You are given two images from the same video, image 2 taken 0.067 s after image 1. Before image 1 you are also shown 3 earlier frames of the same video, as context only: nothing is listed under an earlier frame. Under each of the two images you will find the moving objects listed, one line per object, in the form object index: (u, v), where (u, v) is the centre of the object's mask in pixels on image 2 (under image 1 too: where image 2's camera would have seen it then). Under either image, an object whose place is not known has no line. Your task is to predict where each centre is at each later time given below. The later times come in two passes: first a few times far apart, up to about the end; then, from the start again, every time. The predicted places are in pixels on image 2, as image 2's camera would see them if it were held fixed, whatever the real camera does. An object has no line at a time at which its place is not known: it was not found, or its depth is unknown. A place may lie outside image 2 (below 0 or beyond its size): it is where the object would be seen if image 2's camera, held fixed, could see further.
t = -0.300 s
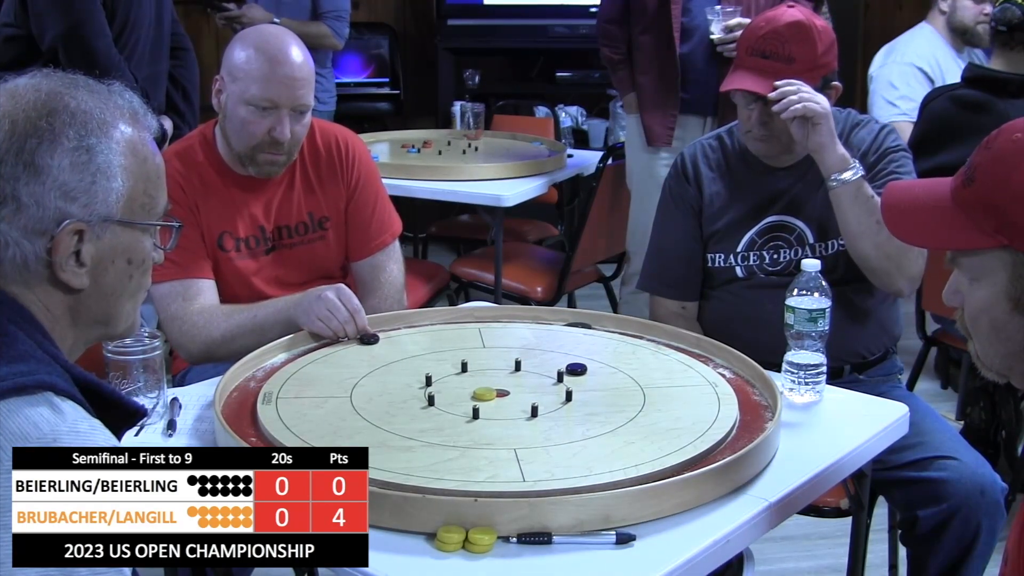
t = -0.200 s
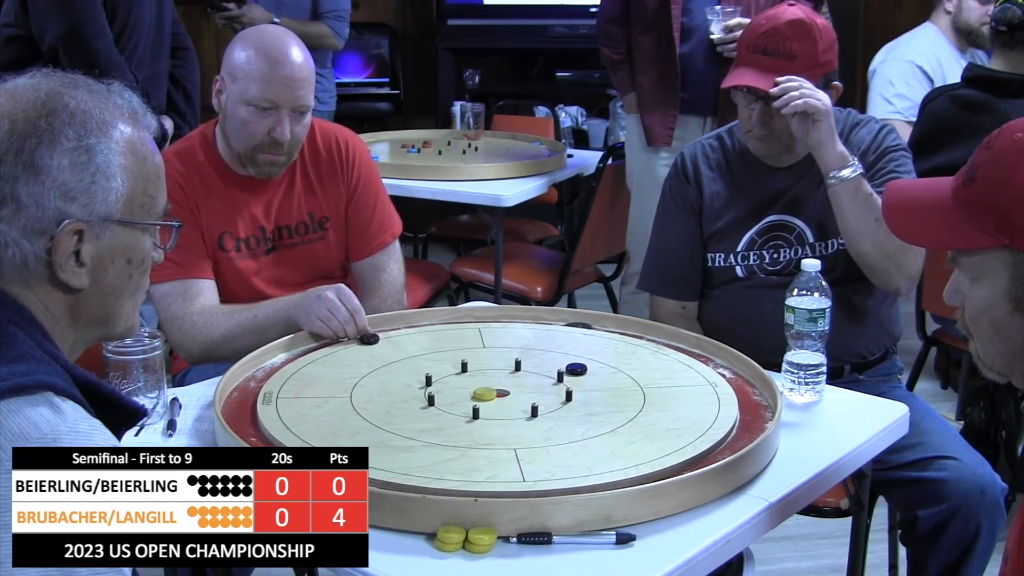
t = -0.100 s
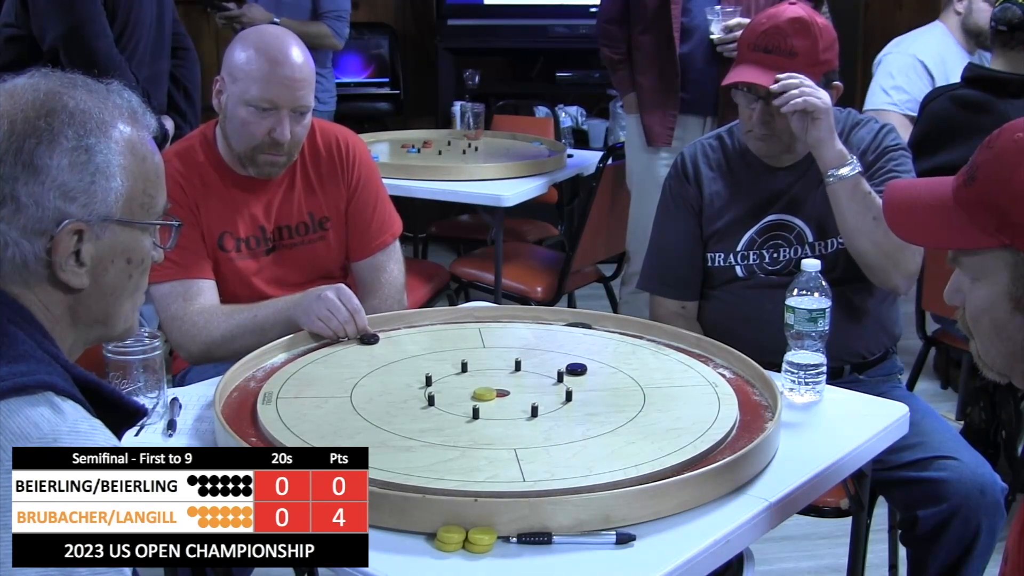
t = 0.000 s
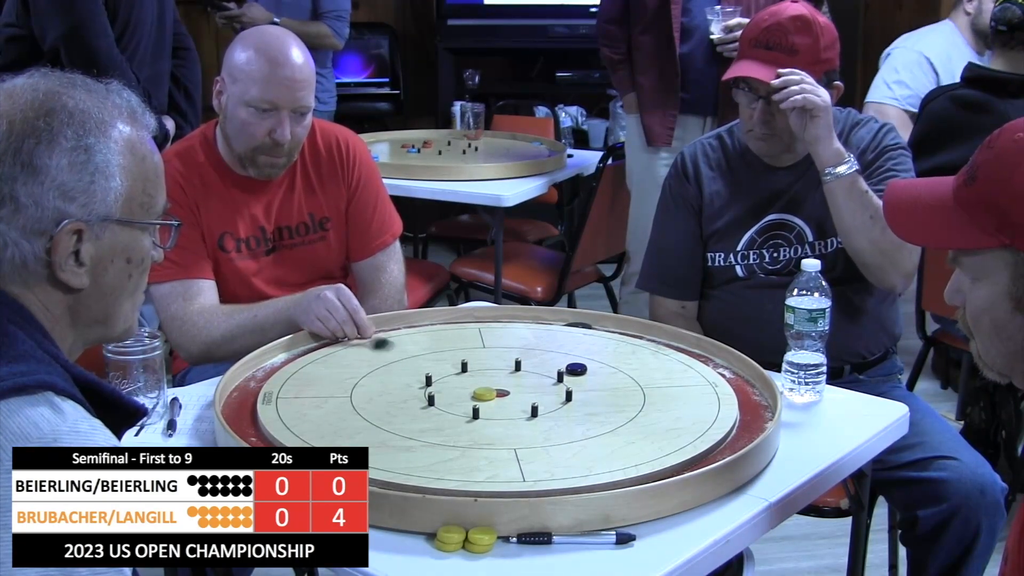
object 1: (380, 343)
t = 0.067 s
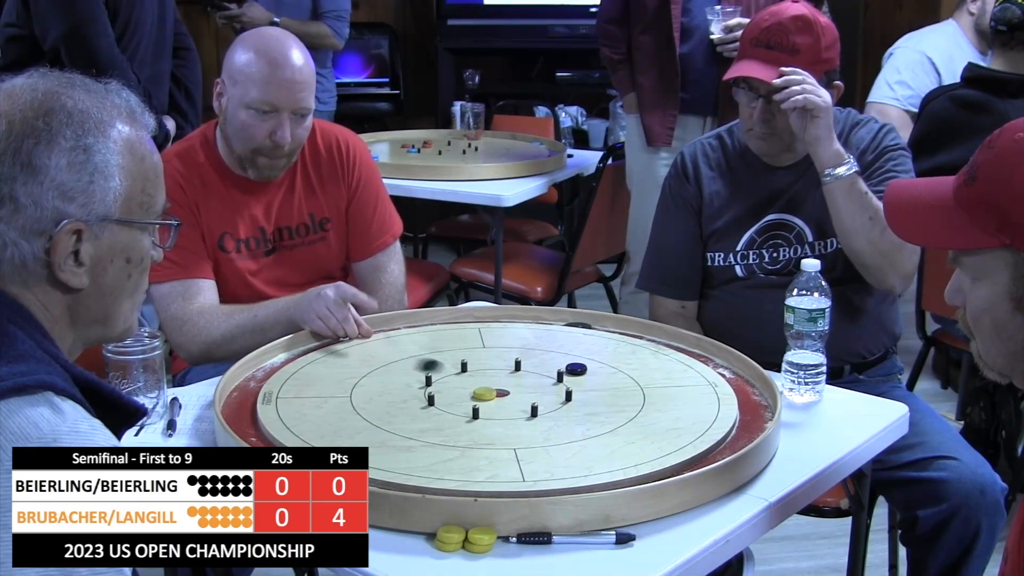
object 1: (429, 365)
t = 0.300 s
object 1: (540, 386)
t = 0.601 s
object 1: (606, 385)
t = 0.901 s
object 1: (619, 385)
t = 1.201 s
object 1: (619, 385)
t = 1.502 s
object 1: (619, 385)
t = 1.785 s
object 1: (619, 385)
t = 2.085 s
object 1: (619, 385)
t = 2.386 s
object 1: (619, 385)
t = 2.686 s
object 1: (619, 385)
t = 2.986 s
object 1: (619, 385)
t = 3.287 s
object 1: (619, 385)
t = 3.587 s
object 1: (619, 385)
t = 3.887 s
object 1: (619, 385)
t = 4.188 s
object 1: (619, 385)
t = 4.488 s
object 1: (619, 385)
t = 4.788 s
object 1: (619, 385)
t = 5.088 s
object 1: (619, 385)
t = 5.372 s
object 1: (619, 385)
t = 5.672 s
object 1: (619, 385)
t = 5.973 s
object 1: (619, 385)
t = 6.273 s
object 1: (619, 384)
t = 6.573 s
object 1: (619, 385)
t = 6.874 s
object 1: (619, 385)
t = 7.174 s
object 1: (619, 385)
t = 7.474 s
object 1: (620, 385)
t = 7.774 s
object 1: (620, 385)
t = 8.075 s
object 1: (619, 385)
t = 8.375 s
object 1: (619, 385)
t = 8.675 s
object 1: (619, 385)
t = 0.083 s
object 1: (441, 370)
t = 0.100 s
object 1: (454, 376)
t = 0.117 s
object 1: (468, 382)
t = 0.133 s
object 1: (479, 384)
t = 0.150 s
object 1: (487, 386)
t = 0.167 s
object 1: (494, 387)
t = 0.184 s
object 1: (501, 386)
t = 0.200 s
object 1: (507, 385)
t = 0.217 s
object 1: (514, 386)
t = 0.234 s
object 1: (519, 385)
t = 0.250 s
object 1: (525, 386)
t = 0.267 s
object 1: (530, 386)
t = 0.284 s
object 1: (535, 386)
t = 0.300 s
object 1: (540, 386)
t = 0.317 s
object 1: (546, 386)
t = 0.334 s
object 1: (550, 386)
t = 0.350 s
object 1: (556, 386)
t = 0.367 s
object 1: (559, 386)
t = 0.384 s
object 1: (564, 385)
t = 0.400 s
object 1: (569, 385)
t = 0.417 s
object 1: (574, 385)
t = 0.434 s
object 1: (578, 385)
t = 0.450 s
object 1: (581, 385)
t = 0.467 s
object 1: (584, 385)
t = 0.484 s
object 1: (588, 385)
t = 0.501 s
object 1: (591, 385)
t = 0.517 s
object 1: (594, 385)
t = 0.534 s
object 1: (596, 385)
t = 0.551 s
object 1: (599, 386)
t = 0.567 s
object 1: (602, 386)
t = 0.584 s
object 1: (604, 385)
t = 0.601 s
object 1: (606, 385)
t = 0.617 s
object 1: (608, 385)
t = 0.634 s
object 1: (610, 385)
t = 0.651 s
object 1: (612, 385)
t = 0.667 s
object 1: (614, 385)
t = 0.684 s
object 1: (615, 385)
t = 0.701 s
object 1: (616, 385)
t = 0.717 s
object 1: (617, 385)
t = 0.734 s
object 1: (618, 385)
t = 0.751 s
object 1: (619, 385)
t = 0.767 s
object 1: (619, 385)
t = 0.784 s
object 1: (619, 385)
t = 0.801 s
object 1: (619, 385)
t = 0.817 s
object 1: (619, 385)
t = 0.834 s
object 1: (619, 385)
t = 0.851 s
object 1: (619, 385)
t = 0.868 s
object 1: (619, 385)
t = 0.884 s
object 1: (619, 385)
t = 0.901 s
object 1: (619, 385)
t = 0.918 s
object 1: (619, 385)
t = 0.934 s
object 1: (619, 385)
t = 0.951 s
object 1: (619, 385)
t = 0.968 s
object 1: (619, 385)
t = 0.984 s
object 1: (619, 385)
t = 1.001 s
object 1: (619, 385)
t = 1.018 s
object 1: (619, 385)
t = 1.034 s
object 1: (619, 385)
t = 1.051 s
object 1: (619, 385)
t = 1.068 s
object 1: (619, 385)
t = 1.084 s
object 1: (619, 385)
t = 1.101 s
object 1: (619, 385)
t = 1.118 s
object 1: (619, 385)
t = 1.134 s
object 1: (619, 385)
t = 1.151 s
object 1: (619, 385)
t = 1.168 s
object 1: (619, 385)
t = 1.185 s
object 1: (619, 385)
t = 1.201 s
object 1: (619, 385)
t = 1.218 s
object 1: (619, 385)
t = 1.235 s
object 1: (619, 385)
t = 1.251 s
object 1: (619, 385)
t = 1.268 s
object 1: (619, 385)
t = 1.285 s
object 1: (619, 385)
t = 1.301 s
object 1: (619, 385)
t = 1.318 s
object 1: (619, 385)
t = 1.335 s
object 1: (619, 385)
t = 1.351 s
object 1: (619, 385)
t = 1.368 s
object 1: (619, 385)
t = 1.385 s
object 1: (619, 385)
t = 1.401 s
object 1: (619, 385)
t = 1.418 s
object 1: (619, 385)
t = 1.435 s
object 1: (619, 385)
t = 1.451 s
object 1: (619, 385)
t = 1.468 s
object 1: (619, 385)
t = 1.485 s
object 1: (619, 385)
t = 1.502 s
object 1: (619, 385)
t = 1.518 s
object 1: (619, 385)
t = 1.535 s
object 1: (619, 385)
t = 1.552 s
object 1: (619, 385)
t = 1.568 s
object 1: (619, 385)
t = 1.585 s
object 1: (619, 385)
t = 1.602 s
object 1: (619, 385)
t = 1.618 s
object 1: (619, 385)
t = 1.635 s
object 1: (619, 385)
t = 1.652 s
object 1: (619, 385)
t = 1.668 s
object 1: (619, 385)
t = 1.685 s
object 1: (619, 385)
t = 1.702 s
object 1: (619, 385)
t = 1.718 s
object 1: (619, 385)
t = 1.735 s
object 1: (619, 385)
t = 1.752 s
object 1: (619, 385)
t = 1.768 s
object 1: (619, 385)
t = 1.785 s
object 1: (619, 385)
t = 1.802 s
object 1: (619, 385)
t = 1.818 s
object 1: (619, 385)
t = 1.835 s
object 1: (619, 385)
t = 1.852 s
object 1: (619, 385)
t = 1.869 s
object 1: (619, 385)
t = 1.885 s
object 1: (619, 385)
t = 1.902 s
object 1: (619, 385)
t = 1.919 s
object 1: (619, 385)
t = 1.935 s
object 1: (619, 385)
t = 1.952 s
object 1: (619, 385)
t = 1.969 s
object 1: (619, 385)
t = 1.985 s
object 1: (619, 385)
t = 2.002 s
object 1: (619, 385)
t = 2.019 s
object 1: (619, 385)
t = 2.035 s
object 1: (619, 385)
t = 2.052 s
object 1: (619, 385)
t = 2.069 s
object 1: (619, 385)
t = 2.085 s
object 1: (619, 385)
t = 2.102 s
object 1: (619, 385)
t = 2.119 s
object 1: (619, 385)
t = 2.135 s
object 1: (619, 385)
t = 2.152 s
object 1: (619, 385)
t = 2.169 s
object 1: (619, 385)
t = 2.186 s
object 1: (619, 385)
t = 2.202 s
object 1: (619, 385)
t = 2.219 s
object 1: (619, 385)
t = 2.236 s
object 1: (619, 385)
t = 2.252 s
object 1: (619, 385)
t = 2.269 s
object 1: (619, 385)
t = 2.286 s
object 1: (619, 385)
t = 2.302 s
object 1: (619, 385)
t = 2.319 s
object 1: (619, 385)
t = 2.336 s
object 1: (619, 385)
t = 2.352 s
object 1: (619, 385)
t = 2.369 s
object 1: (619, 385)
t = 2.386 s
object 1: (619, 385)
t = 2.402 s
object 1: (619, 385)
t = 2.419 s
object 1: (619, 385)
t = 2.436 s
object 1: (619, 385)
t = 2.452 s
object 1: (619, 385)
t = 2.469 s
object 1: (619, 385)
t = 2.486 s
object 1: (619, 385)
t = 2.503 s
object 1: (619, 385)
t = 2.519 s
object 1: (619, 385)
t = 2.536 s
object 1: (619, 385)
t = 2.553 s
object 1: (619, 385)
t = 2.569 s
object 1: (619, 385)
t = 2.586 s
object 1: (619, 385)
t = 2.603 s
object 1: (619, 385)
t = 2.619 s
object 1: (619, 385)
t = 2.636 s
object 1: (619, 385)
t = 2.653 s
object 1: (619, 385)
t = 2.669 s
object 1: (619, 385)
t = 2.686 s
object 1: (619, 385)
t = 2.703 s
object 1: (619, 385)
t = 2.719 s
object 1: (619, 385)
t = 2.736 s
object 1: (619, 385)
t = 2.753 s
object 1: (619, 385)
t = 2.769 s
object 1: (619, 385)
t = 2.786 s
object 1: (619, 385)
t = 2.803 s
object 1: (619, 385)
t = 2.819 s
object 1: (619, 385)
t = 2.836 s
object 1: (619, 385)
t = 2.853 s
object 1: (619, 385)
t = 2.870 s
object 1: (619, 385)
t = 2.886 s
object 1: (619, 385)
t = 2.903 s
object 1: (619, 385)
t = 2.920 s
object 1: (619, 385)
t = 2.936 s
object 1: (619, 385)
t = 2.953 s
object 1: (619, 385)
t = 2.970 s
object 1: (619, 385)
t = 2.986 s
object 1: (619, 385)
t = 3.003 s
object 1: (619, 385)
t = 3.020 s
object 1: (619, 385)
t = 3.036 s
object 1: (619, 385)
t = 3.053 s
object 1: (619, 385)
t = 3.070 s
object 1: (619, 385)
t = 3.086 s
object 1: (619, 385)
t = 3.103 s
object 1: (619, 385)
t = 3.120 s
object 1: (619, 385)
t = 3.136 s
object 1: (619, 385)
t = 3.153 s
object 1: (619, 385)
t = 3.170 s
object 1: (619, 385)
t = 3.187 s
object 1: (619, 385)
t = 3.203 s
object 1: (619, 385)
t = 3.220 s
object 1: (619, 385)
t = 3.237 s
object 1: (619, 385)
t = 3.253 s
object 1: (619, 385)
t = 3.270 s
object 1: (619, 385)
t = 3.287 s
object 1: (619, 385)
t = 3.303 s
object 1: (619, 385)
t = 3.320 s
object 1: (619, 385)
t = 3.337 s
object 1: (619, 385)
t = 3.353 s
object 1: (619, 385)
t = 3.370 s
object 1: (619, 385)
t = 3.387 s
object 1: (619, 385)
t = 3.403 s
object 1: (619, 385)
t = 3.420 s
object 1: (619, 385)
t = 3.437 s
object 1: (619, 385)
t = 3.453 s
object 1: (619, 385)
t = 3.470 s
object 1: (619, 385)
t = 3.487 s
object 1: (619, 385)
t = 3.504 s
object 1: (619, 385)
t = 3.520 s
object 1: (619, 385)
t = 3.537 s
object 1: (619, 385)
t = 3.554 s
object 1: (619, 385)
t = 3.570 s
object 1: (619, 385)
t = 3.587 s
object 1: (619, 385)
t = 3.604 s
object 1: (619, 385)
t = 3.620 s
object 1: (619, 385)
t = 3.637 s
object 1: (619, 385)
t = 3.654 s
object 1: (619, 385)
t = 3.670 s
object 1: (619, 385)
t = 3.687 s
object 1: (619, 385)
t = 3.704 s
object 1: (619, 385)
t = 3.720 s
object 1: (619, 385)
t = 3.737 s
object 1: (619, 385)
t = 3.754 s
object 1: (619, 385)
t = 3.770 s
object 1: (619, 385)
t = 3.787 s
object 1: (619, 385)
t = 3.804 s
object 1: (619, 385)
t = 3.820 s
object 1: (619, 385)
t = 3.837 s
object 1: (619, 385)
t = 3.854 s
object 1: (619, 385)
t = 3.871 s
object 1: (619, 385)
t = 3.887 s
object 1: (619, 385)
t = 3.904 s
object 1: (619, 385)
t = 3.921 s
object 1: (619, 385)
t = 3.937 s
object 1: (619, 385)
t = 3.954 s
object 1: (619, 385)
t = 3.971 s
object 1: (619, 385)
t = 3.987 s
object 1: (619, 385)
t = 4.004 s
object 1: (619, 385)
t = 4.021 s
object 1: (619, 385)
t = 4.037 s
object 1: (619, 385)
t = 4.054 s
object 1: (619, 385)
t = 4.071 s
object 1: (619, 385)
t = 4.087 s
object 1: (619, 385)
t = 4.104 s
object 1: (619, 385)
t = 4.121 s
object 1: (619, 385)
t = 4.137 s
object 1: (619, 385)
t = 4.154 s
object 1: (619, 385)
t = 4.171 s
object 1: (619, 385)
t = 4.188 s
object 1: (619, 385)
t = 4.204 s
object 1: (619, 385)
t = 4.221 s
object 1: (619, 385)
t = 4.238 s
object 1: (619, 385)
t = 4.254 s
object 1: (619, 385)
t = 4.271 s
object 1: (619, 385)
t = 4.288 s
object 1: (619, 385)
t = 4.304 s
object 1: (619, 385)
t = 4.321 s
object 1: (619, 385)
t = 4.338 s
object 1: (619, 385)
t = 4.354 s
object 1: (619, 385)
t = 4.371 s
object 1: (619, 385)
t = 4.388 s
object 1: (619, 385)
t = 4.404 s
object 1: (619, 385)
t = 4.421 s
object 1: (619, 385)
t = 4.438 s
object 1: (619, 385)
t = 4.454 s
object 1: (619, 385)
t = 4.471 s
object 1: (619, 385)
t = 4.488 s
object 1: (619, 385)
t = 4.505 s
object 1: (619, 385)
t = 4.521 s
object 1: (619, 385)
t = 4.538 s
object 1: (619, 385)
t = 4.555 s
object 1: (619, 385)
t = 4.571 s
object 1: (619, 385)
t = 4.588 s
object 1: (619, 385)
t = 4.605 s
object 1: (619, 385)
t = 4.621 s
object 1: (619, 385)
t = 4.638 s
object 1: (619, 385)
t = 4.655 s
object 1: (619, 385)
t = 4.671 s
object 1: (619, 385)
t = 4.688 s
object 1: (619, 385)
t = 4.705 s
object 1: (619, 385)
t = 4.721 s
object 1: (619, 385)
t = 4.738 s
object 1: (619, 385)
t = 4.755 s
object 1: (619, 385)
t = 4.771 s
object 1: (619, 385)
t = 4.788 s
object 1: (619, 385)
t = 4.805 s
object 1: (619, 385)
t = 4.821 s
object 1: (619, 385)
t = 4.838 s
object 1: (619, 385)
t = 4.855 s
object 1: (619, 385)
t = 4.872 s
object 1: (619, 385)
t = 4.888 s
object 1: (619, 385)
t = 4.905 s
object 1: (619, 385)
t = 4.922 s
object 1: (619, 385)
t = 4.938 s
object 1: (619, 385)
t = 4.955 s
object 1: (619, 385)
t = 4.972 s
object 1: (619, 385)
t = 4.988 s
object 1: (619, 385)
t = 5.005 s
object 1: (619, 385)
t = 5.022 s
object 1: (619, 385)
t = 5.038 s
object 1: (619, 385)
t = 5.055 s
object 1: (619, 385)
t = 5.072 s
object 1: (619, 385)
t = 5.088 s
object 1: (619, 385)
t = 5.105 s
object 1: (619, 385)
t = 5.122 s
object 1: (619, 385)
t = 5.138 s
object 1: (619, 385)
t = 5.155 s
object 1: (619, 385)
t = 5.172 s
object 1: (619, 385)
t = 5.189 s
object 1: (619, 385)
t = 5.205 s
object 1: (619, 385)
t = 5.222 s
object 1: (619, 385)
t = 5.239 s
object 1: (619, 385)
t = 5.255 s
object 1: (619, 385)
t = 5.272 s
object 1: (619, 385)
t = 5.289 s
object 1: (619, 385)
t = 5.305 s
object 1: (619, 385)
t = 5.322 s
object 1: (619, 385)
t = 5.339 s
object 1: (619, 385)
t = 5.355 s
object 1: (619, 385)
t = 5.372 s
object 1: (619, 385)
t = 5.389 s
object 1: (619, 385)
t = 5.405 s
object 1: (619, 385)
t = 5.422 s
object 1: (619, 385)
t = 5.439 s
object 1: (619, 385)
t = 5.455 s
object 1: (619, 385)
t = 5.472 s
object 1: (619, 385)
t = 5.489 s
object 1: (619, 385)
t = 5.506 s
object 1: (619, 385)
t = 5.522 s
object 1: (619, 385)
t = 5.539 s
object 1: (619, 385)
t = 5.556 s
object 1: (619, 385)
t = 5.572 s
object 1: (619, 385)
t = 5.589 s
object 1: (619, 385)
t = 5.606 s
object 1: (619, 385)
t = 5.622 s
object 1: (619, 385)
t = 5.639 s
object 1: (619, 385)
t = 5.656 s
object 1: (619, 385)
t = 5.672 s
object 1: (619, 385)
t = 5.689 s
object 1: (619, 385)
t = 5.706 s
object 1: (619, 385)
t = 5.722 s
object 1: (619, 385)
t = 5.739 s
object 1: (619, 385)
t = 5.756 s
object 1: (619, 385)
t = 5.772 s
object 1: (619, 385)
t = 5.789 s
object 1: (619, 385)
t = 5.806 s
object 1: (619, 385)
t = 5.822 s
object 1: (619, 385)
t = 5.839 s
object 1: (619, 385)
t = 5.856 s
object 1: (619, 385)
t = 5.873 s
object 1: (619, 385)
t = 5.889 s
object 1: (619, 385)
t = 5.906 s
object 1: (619, 385)
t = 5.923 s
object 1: (619, 385)
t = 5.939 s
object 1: (619, 385)
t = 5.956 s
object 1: (619, 385)
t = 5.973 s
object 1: (619, 385)
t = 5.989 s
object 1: (619, 385)
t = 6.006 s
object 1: (619, 385)
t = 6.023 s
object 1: (619, 385)
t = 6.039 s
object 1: (619, 385)
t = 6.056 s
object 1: (619, 385)
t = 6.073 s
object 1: (619, 385)
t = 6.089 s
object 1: (619, 385)
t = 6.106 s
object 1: (619, 385)
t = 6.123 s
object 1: (619, 385)
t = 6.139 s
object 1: (619, 385)
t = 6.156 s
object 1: (619, 385)
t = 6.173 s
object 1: (619, 385)
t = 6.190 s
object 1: (619, 385)
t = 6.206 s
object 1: (619, 385)
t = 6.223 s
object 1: (619, 385)
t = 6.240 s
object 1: (619, 385)
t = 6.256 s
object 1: (619, 385)
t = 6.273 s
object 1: (619, 384)
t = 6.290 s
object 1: (619, 385)
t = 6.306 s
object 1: (619, 385)
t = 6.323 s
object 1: (619, 384)
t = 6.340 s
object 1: (619, 384)
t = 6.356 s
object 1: (619, 385)
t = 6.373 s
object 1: (619, 384)
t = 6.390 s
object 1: (619, 385)
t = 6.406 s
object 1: (619, 385)
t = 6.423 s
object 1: (619, 385)
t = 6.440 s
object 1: (619, 385)
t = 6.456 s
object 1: (619, 384)
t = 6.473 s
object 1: (619, 385)
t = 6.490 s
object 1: (619, 384)
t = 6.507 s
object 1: (619, 384)
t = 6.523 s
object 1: (619, 385)
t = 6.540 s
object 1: (619, 385)
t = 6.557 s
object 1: (619, 385)
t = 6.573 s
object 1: (619, 385)
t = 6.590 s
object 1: (619, 385)
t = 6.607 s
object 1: (619, 385)
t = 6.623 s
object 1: (619, 385)
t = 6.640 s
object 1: (619, 385)
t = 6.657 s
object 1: (619, 385)
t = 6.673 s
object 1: (619, 385)
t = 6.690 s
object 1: (619, 385)
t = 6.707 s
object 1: (619, 385)
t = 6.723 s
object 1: (619, 385)
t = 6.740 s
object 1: (619, 385)
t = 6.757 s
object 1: (619, 385)
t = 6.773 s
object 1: (619, 385)
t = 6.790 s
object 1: (619, 385)
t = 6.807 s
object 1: (619, 385)
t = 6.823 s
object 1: (619, 385)
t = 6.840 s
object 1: (619, 385)
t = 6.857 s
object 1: (619, 385)
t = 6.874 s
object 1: (619, 385)
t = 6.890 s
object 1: (619, 385)
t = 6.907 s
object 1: (619, 385)
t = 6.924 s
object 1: (619, 385)
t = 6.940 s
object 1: (619, 385)
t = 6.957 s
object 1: (619, 385)
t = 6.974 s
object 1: (619, 385)
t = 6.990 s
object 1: (619, 385)
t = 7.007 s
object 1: (619, 385)
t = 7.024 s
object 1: (619, 385)
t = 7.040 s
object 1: (619, 385)
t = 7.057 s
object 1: (619, 385)
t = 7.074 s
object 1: (619, 385)
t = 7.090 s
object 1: (619, 385)
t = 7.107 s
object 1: (619, 385)
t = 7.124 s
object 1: (619, 385)
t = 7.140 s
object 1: (619, 385)
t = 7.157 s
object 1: (619, 385)
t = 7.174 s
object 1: (619, 385)
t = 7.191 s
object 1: (619, 385)
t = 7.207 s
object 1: (619, 385)
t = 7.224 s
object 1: (619, 385)
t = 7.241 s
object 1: (619, 385)
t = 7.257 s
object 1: (619, 385)
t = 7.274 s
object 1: (619, 385)
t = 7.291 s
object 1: (619, 385)
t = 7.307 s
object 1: (619, 385)
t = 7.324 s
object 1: (619, 385)
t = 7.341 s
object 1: (619, 385)
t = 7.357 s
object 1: (619, 385)
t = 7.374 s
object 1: (619, 385)
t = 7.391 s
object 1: (619, 385)
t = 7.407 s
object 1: (620, 385)
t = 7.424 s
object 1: (620, 385)
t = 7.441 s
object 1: (620, 385)
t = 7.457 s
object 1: (620, 385)
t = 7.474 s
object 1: (620, 385)
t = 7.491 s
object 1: (620, 385)
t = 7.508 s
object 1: (620, 385)
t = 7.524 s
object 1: (620, 385)
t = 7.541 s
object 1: (620, 385)
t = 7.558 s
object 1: (620, 385)
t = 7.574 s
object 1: (620, 385)
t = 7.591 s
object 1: (620, 385)
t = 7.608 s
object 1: (620, 385)
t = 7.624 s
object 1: (620, 385)
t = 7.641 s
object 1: (620, 385)
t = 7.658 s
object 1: (620, 385)
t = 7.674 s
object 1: (619, 385)
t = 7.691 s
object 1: (620, 385)
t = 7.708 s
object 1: (620, 385)
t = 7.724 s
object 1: (620, 385)
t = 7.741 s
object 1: (620, 385)
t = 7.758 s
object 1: (620, 385)
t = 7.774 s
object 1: (620, 385)
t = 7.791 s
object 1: (620, 385)
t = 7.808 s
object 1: (620, 385)
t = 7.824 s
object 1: (619, 385)
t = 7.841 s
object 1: (619, 385)
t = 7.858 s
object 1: (619, 385)
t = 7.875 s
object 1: (619, 385)
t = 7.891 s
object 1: (619, 385)
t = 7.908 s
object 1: (619, 385)
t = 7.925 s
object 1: (619, 385)
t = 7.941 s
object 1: (619, 385)
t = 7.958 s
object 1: (619, 385)
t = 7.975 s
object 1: (619, 385)
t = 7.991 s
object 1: (619, 385)
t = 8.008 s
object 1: (619, 385)
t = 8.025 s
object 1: (619, 385)
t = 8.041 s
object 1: (619, 385)
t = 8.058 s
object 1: (619, 385)
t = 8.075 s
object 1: (619, 385)
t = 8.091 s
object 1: (619, 385)
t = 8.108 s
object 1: (619, 385)
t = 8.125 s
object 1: (619, 385)
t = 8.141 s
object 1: (619, 385)
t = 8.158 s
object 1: (619, 385)
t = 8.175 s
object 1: (619, 385)
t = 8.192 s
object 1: (619, 385)
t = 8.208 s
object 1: (619, 385)
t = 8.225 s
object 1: (619, 385)
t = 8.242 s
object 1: (619, 385)
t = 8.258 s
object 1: (619, 385)
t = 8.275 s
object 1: (619, 385)
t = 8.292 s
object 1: (619, 385)
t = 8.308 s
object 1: (619, 385)
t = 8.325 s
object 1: (619, 385)
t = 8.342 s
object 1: (619, 385)
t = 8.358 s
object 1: (619, 385)
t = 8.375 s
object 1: (619, 385)
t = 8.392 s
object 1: (619, 385)
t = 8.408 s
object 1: (619, 385)
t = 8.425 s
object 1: (619, 385)
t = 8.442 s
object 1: (619, 385)
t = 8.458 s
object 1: (619, 385)
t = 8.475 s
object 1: (619, 385)
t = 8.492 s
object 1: (619, 385)
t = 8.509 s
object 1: (619, 385)
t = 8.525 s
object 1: (619, 385)
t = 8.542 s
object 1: (619, 385)
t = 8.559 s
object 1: (619, 385)
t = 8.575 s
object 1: (619, 385)
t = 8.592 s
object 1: (619, 385)
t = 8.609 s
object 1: (619, 385)
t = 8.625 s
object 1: (619, 385)
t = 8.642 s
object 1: (619, 385)
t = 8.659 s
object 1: (619, 385)
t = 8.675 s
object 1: (619, 385)
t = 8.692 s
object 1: (619, 385)
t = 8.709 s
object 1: (619, 385)
